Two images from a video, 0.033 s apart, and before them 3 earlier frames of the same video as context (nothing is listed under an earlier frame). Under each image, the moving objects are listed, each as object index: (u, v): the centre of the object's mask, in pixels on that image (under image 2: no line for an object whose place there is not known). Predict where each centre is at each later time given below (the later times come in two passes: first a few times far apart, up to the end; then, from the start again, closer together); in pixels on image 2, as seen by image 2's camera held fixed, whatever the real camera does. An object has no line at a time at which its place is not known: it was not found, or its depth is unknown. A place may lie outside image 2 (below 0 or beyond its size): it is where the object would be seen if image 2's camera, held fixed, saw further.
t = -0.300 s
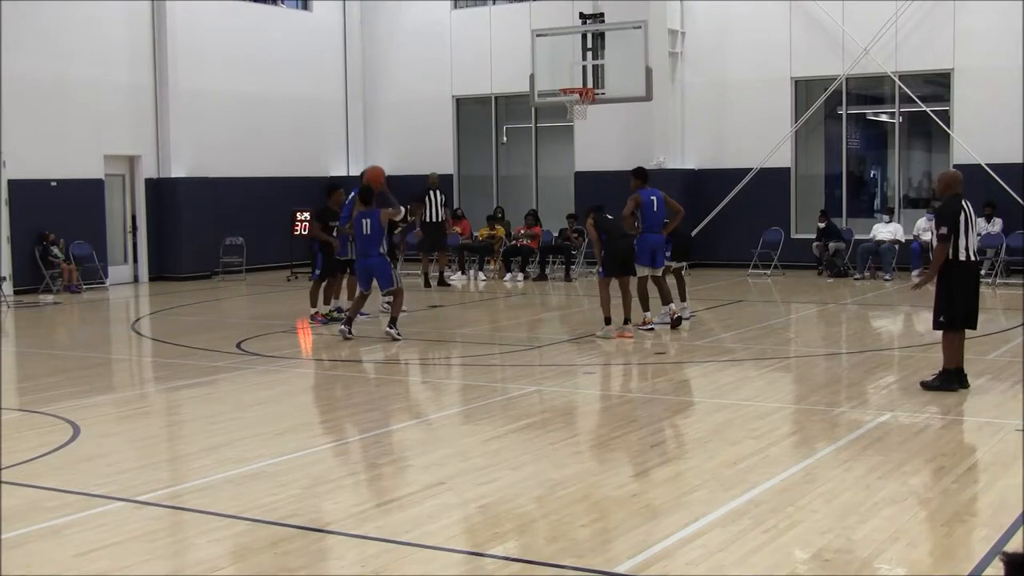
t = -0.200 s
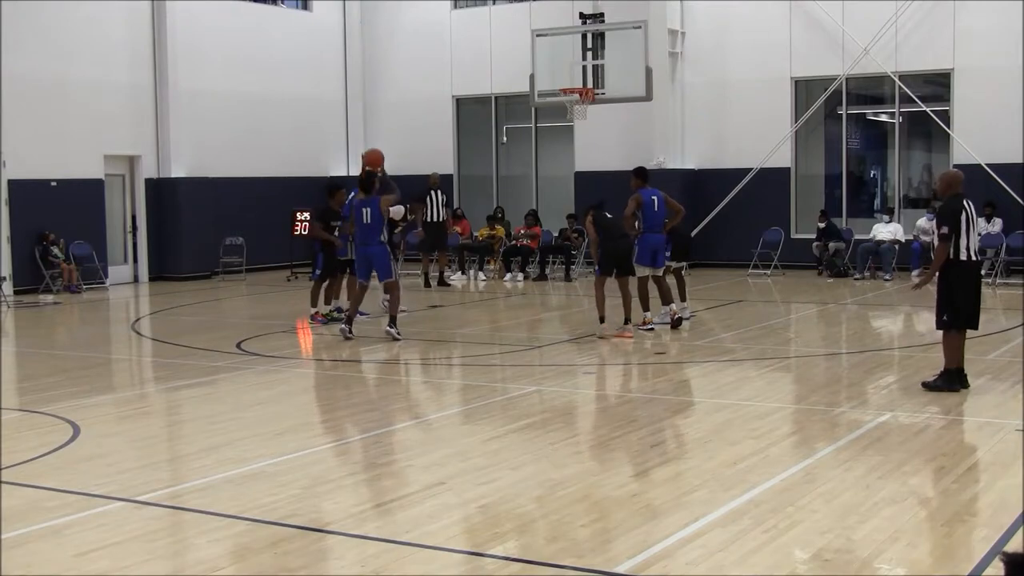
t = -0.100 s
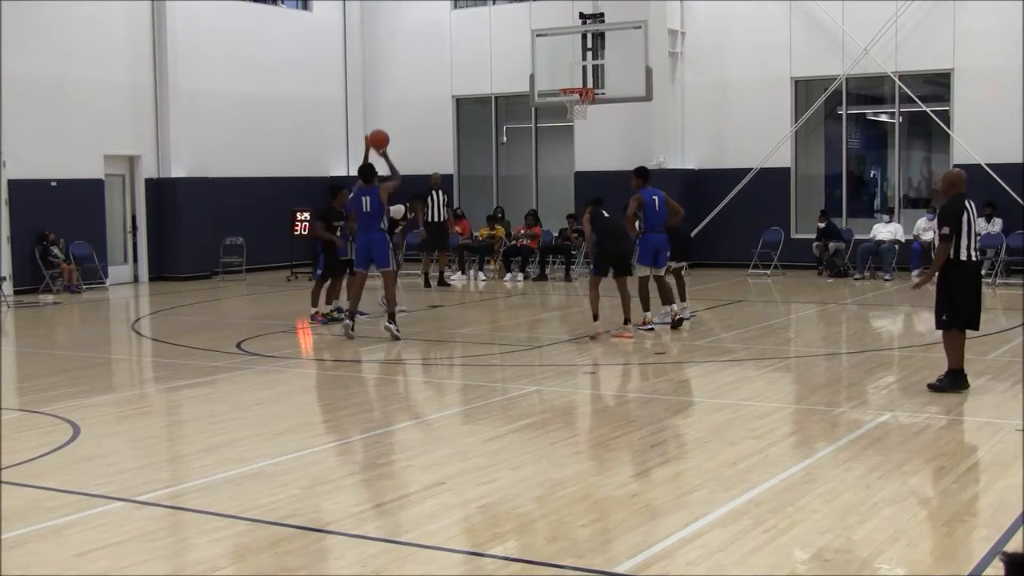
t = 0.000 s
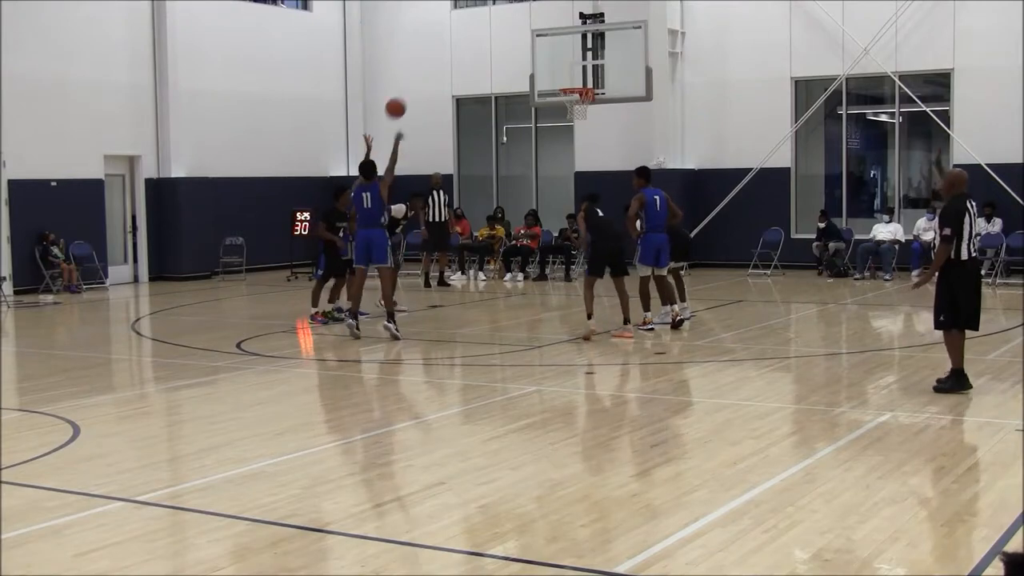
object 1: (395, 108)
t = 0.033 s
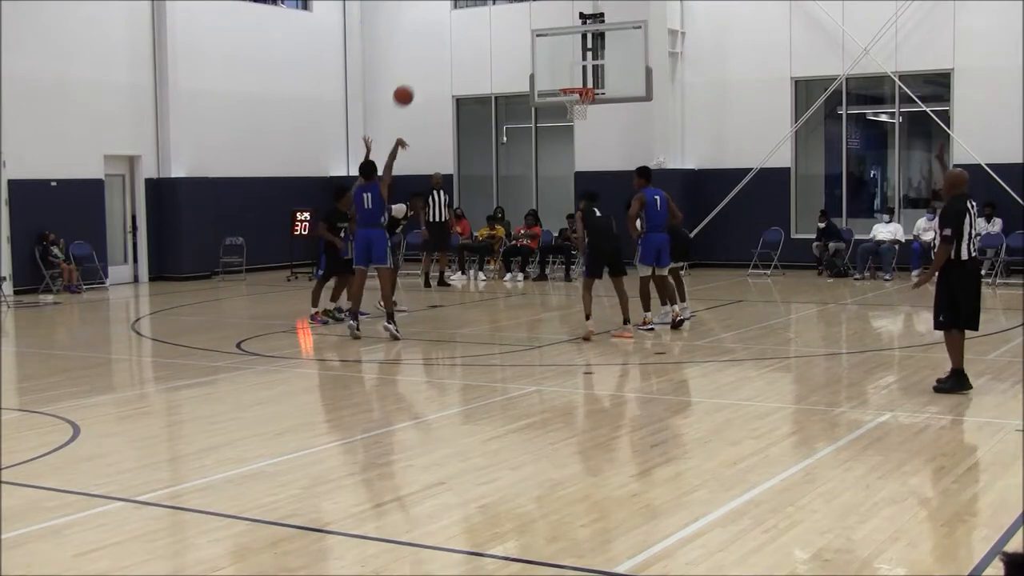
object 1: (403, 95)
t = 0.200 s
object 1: (441, 49)
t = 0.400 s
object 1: (484, 26)
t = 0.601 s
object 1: (523, 33)
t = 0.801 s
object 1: (561, 68)
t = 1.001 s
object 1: (582, 110)
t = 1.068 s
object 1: (582, 120)
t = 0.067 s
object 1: (411, 84)
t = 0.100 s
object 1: (418, 74)
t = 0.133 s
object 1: (426, 65)
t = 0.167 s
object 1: (434, 57)
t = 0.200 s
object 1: (441, 49)
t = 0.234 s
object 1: (448, 43)
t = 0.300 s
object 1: (463, 34)
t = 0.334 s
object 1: (470, 30)
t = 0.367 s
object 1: (477, 27)
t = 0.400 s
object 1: (484, 26)
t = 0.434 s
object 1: (491, 25)
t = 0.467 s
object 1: (498, 25)
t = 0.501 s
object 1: (504, 26)
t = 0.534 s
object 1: (511, 27)
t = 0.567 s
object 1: (517, 30)
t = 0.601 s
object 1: (523, 33)
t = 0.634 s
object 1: (530, 37)
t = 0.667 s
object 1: (536, 42)
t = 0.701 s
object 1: (543, 48)
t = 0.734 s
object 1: (549, 54)
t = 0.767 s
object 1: (555, 61)
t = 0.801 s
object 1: (561, 68)
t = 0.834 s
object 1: (567, 76)
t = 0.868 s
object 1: (573, 85)
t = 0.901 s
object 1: (576, 95)
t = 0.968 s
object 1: (582, 108)
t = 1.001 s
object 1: (582, 110)
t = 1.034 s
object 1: (582, 115)
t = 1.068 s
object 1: (582, 120)
